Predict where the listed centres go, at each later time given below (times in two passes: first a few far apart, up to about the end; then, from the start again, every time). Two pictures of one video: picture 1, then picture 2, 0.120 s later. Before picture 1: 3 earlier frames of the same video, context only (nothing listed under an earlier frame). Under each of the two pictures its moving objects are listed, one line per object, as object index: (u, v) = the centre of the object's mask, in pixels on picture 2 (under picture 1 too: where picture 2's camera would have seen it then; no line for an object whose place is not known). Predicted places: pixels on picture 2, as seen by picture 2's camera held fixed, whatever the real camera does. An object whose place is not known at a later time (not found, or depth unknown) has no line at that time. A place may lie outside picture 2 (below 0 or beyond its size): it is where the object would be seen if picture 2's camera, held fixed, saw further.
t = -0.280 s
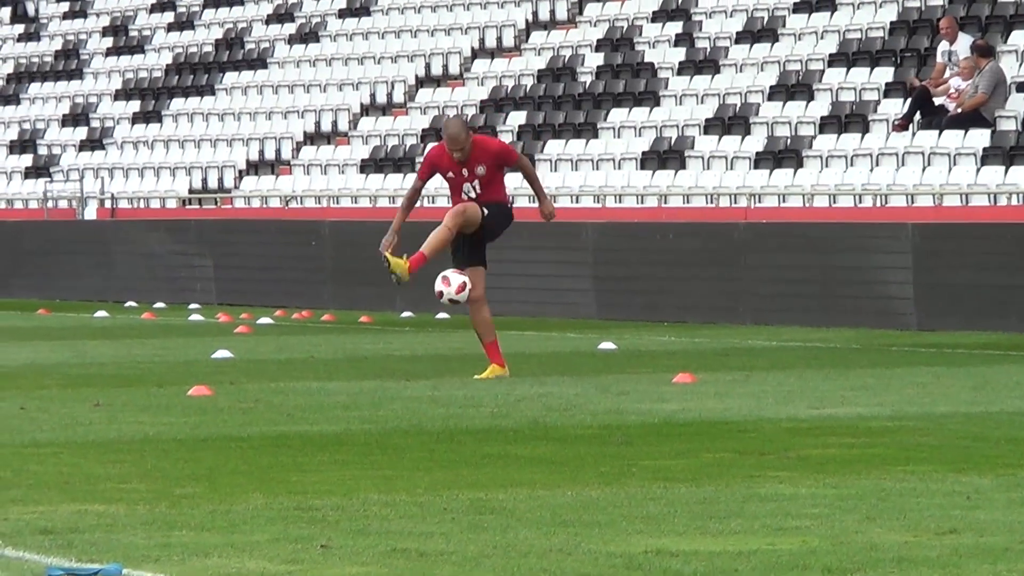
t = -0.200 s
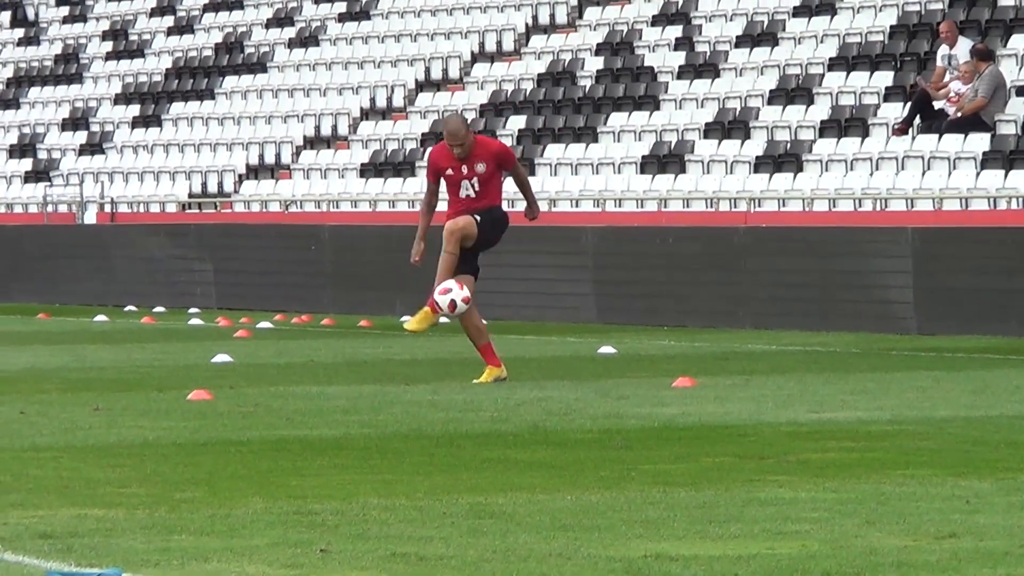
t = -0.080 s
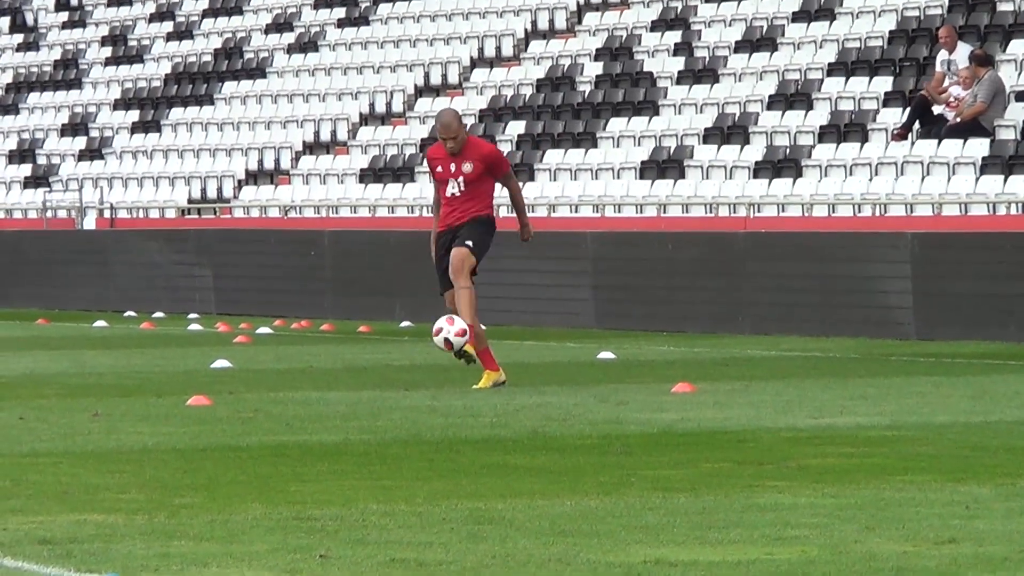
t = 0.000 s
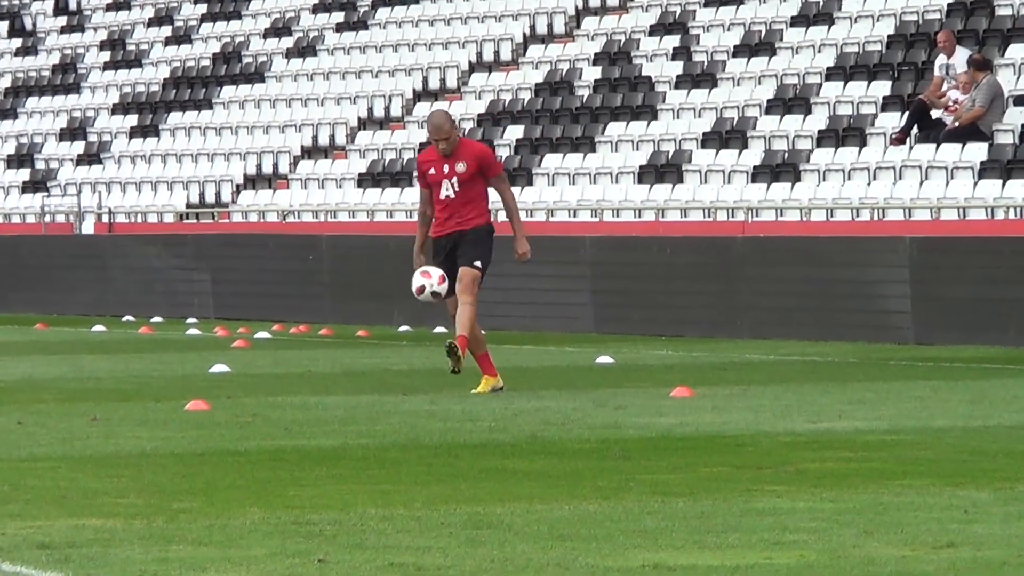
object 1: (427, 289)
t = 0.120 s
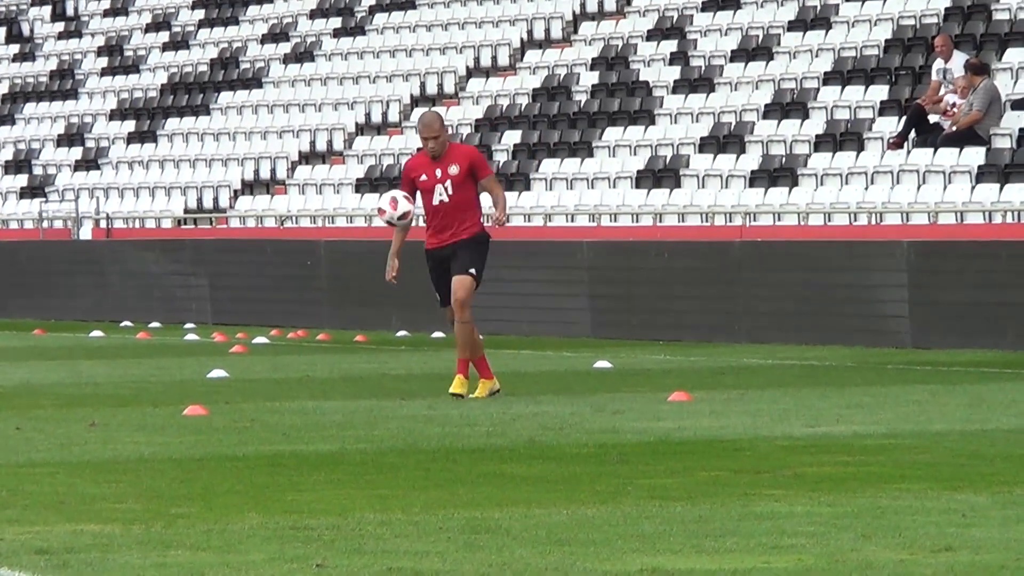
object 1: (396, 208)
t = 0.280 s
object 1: (353, 136)
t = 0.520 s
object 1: (290, 103)
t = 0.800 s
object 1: (222, 189)
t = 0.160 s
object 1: (385, 186)
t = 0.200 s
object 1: (375, 167)
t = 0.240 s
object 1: (363, 150)
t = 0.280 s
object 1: (353, 136)
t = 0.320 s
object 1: (343, 124)
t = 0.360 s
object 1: (332, 114)
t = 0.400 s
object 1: (322, 108)
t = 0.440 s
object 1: (311, 103)
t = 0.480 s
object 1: (301, 102)
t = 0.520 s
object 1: (290, 103)
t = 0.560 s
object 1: (281, 107)
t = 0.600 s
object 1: (270, 114)
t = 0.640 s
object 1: (260, 124)
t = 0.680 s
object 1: (250, 136)
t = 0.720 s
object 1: (240, 151)
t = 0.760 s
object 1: (230, 169)
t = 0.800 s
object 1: (222, 189)
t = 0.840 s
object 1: (209, 213)
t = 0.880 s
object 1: (199, 240)
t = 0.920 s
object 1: (190, 269)
